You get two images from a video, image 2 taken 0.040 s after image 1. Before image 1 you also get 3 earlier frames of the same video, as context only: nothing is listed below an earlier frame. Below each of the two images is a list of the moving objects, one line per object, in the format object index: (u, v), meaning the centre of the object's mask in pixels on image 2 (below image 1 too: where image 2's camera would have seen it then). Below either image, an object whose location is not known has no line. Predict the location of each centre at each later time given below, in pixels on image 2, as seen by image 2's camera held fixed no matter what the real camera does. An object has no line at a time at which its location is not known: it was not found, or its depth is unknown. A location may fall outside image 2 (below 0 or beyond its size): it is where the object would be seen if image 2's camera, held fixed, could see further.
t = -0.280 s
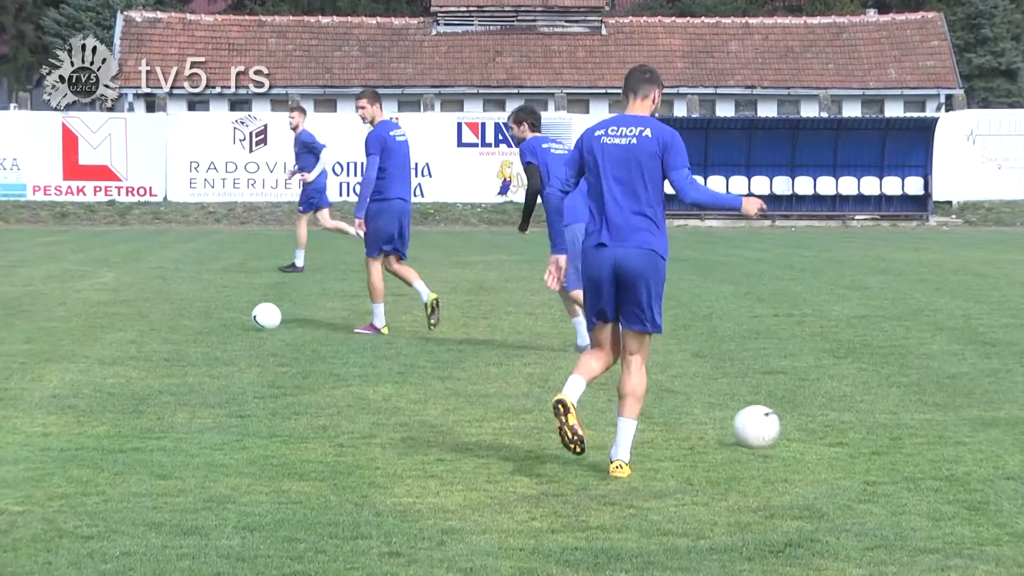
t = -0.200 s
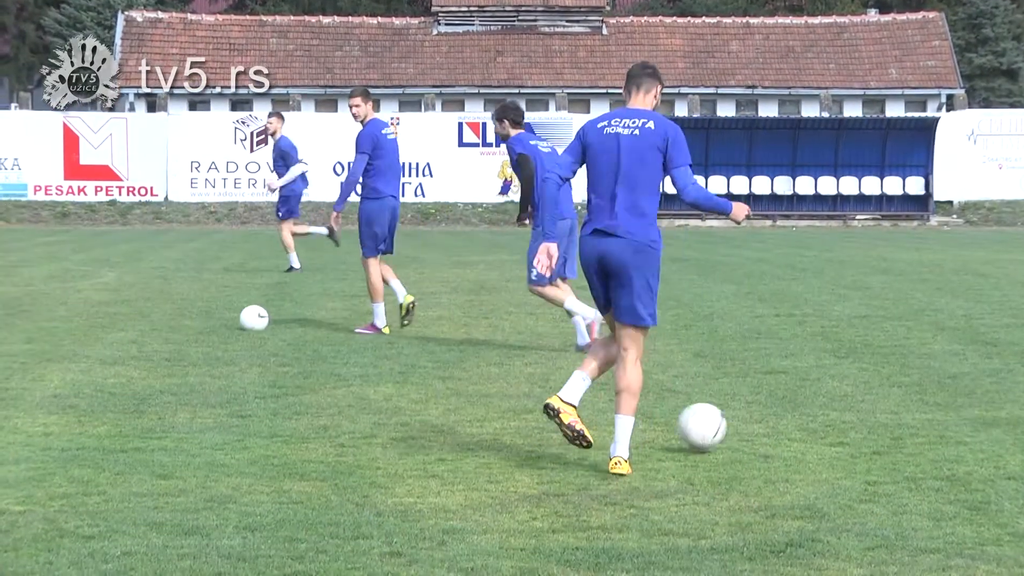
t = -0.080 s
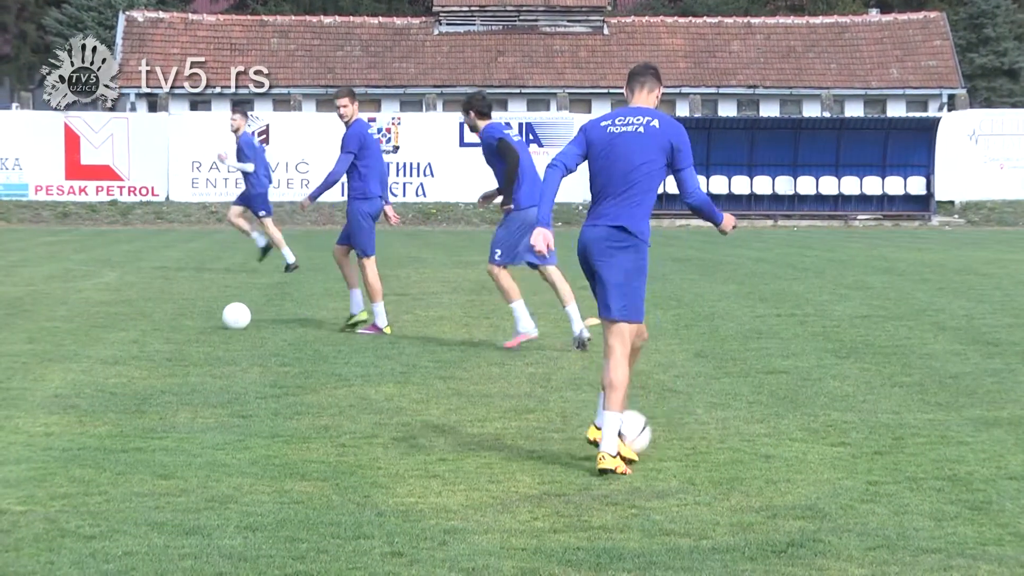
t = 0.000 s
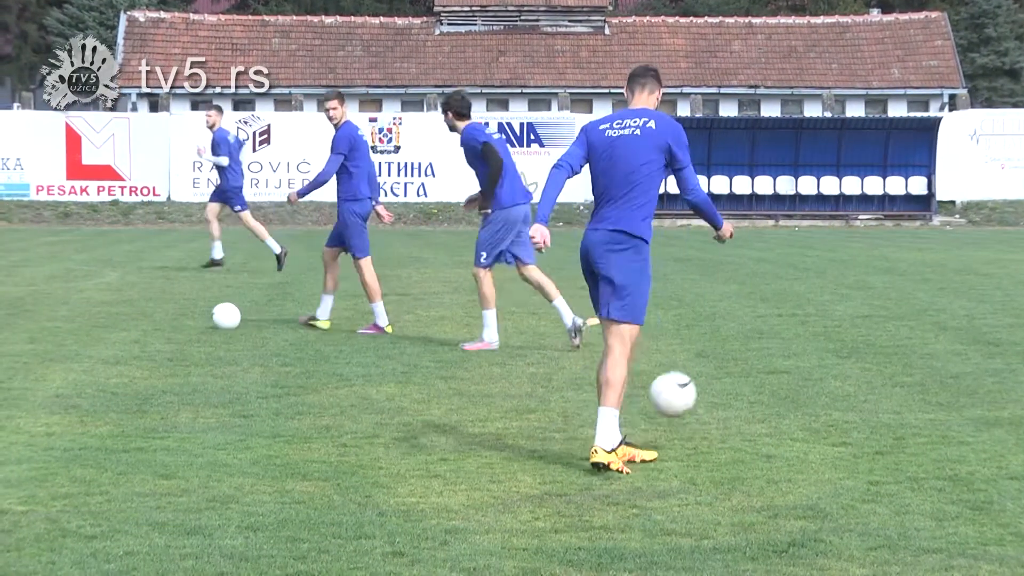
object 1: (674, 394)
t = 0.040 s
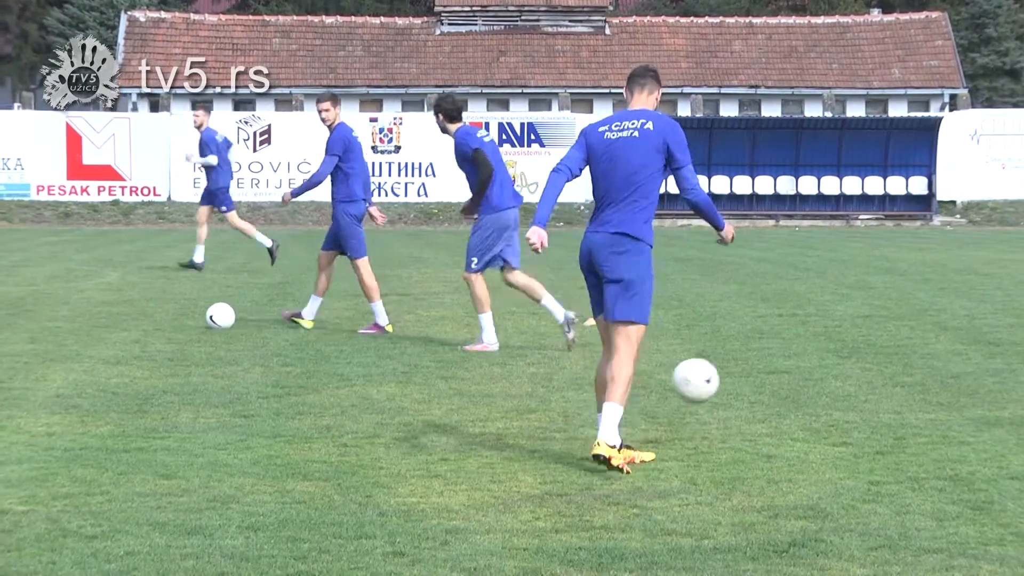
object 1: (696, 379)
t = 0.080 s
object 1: (717, 369)
